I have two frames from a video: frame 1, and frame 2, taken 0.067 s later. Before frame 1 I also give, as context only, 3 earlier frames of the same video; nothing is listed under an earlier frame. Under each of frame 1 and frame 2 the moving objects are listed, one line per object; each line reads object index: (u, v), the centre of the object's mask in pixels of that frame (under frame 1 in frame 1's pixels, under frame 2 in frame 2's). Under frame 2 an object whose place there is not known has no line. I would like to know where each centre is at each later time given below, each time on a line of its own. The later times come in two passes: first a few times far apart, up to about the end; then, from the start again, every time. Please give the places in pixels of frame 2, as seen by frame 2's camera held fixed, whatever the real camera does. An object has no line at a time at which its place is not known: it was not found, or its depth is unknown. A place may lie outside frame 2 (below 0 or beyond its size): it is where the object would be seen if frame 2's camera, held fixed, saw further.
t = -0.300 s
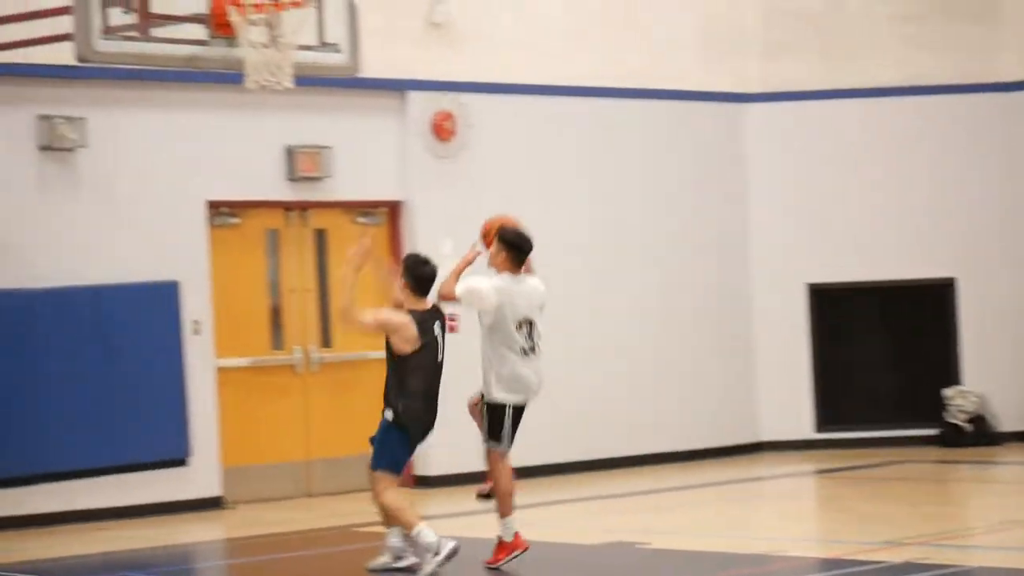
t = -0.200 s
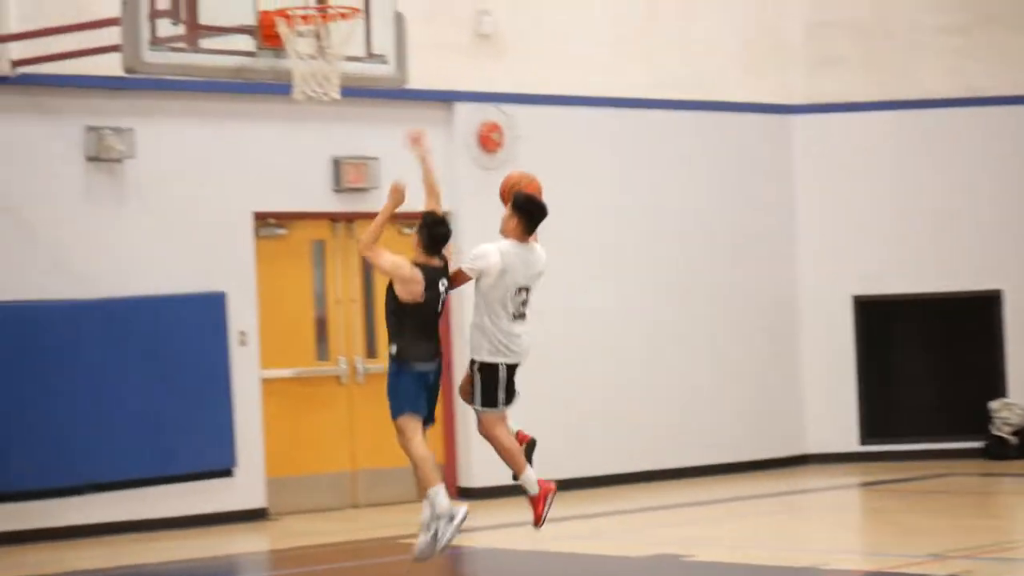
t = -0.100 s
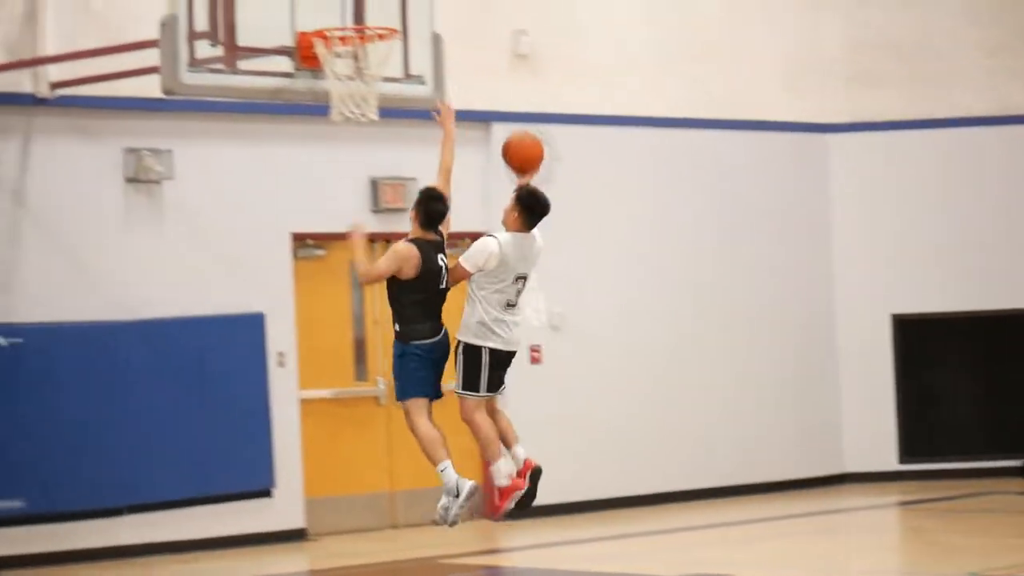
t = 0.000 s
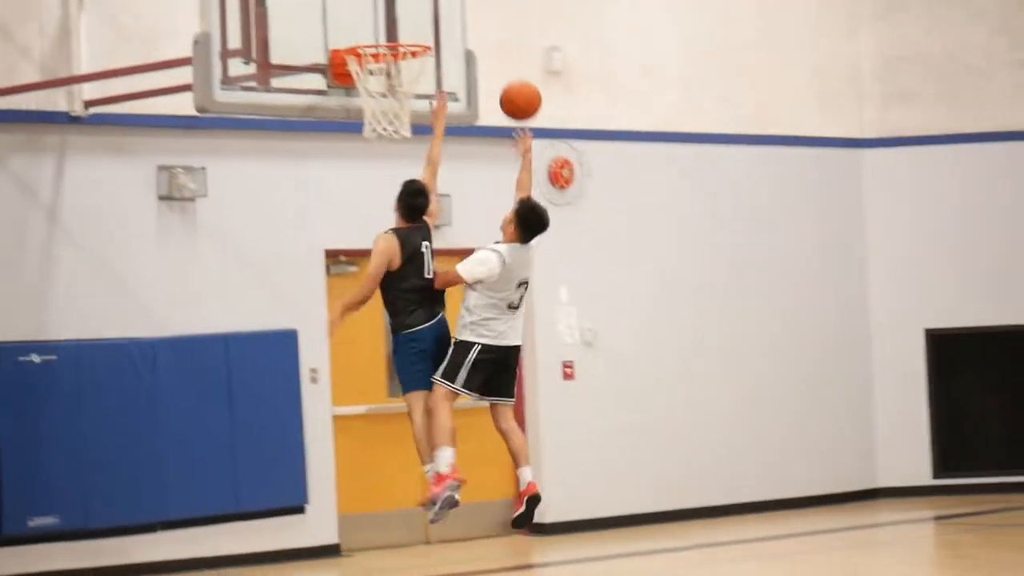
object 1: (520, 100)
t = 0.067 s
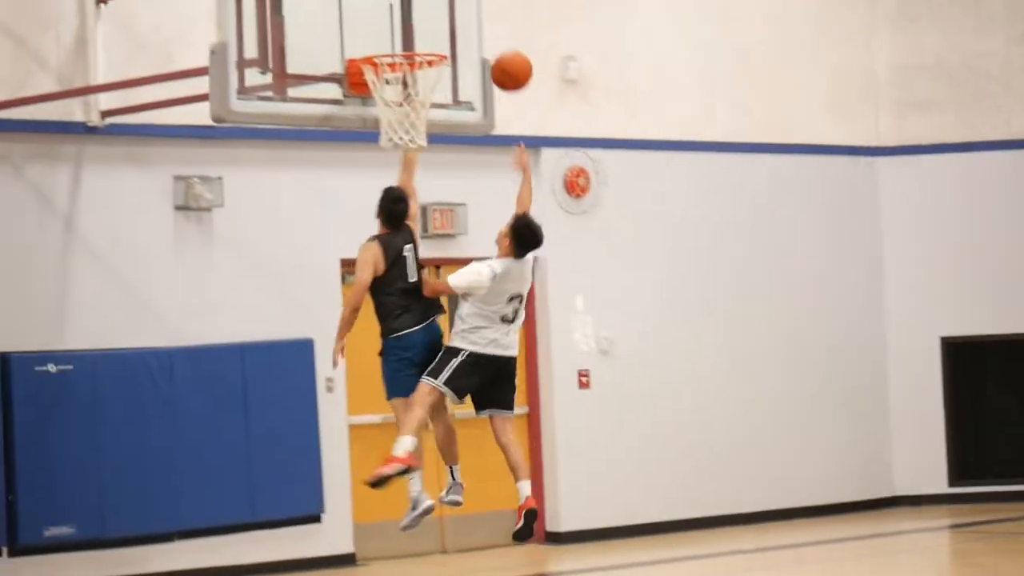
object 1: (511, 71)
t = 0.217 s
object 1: (455, 11)
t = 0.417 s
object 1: (394, -10)
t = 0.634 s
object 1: (386, 27)
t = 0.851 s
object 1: (434, 83)
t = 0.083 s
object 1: (505, 62)
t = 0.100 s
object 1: (498, 54)
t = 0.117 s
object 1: (492, 47)
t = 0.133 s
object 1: (486, 40)
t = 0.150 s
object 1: (479, 34)
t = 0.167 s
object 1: (473, 27)
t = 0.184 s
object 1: (467, 22)
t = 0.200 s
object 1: (461, 16)
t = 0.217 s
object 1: (455, 11)
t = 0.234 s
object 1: (449, 8)
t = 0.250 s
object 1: (443, 4)
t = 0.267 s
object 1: (437, 1)
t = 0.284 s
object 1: (432, -2)
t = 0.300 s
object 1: (425, -4)
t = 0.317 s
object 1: (419, -6)
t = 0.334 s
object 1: (413, -8)
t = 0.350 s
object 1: (408, -9)
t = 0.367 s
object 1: (403, -9)
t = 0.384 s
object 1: (397, -8)
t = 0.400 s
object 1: (395, -10)
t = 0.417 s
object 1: (394, -10)
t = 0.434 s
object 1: (393, -10)
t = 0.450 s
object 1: (393, -10)
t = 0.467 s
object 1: (392, -9)
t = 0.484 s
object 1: (392, -8)
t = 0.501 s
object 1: (390, -6)
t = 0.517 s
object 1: (389, -4)
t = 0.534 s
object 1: (389, -1)
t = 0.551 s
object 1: (388, 2)
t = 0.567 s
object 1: (388, 6)
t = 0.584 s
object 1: (387, 11)
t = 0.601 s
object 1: (387, 16)
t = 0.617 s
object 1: (386, 21)
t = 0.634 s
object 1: (386, 27)
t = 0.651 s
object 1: (385, 33)
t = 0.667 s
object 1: (384, 37)
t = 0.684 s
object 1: (383, 41)
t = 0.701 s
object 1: (389, 42)
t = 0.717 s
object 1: (396, 43)
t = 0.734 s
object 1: (403, 45)
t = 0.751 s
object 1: (411, 60)
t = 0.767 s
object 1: (417, 65)
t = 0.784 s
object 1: (426, 71)
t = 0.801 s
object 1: (430, 76)
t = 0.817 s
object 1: (433, 78)
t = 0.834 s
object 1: (434, 80)
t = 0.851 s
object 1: (434, 83)
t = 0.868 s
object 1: (435, 87)
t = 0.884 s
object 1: (434, 89)
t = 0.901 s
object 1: (433, 90)
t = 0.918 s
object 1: (433, 92)
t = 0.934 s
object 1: (431, 94)
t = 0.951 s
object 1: (429, 97)
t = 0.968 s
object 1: (427, 99)
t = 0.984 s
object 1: (427, 101)
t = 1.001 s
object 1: (426, 103)
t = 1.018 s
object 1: (426, 102)
